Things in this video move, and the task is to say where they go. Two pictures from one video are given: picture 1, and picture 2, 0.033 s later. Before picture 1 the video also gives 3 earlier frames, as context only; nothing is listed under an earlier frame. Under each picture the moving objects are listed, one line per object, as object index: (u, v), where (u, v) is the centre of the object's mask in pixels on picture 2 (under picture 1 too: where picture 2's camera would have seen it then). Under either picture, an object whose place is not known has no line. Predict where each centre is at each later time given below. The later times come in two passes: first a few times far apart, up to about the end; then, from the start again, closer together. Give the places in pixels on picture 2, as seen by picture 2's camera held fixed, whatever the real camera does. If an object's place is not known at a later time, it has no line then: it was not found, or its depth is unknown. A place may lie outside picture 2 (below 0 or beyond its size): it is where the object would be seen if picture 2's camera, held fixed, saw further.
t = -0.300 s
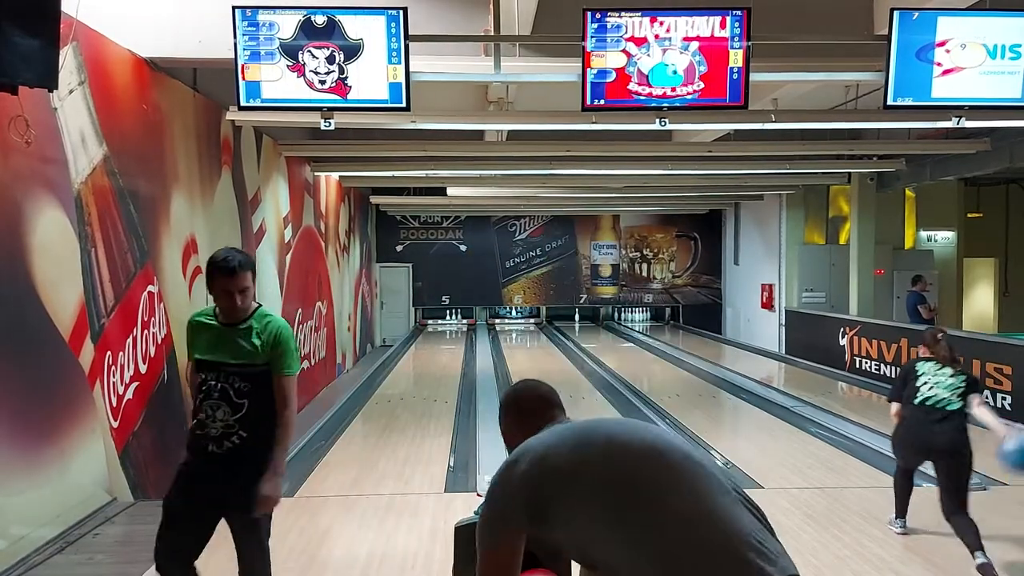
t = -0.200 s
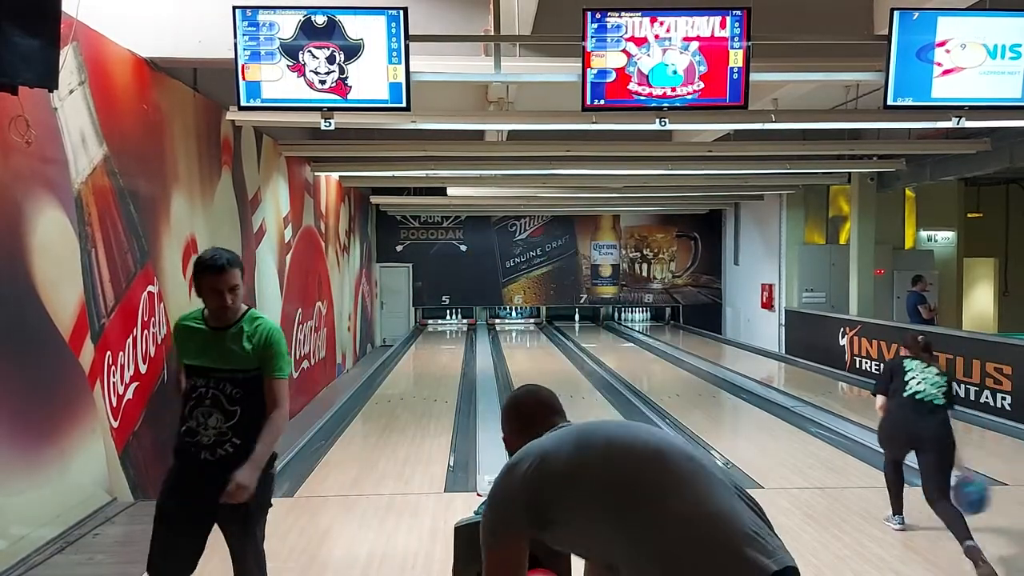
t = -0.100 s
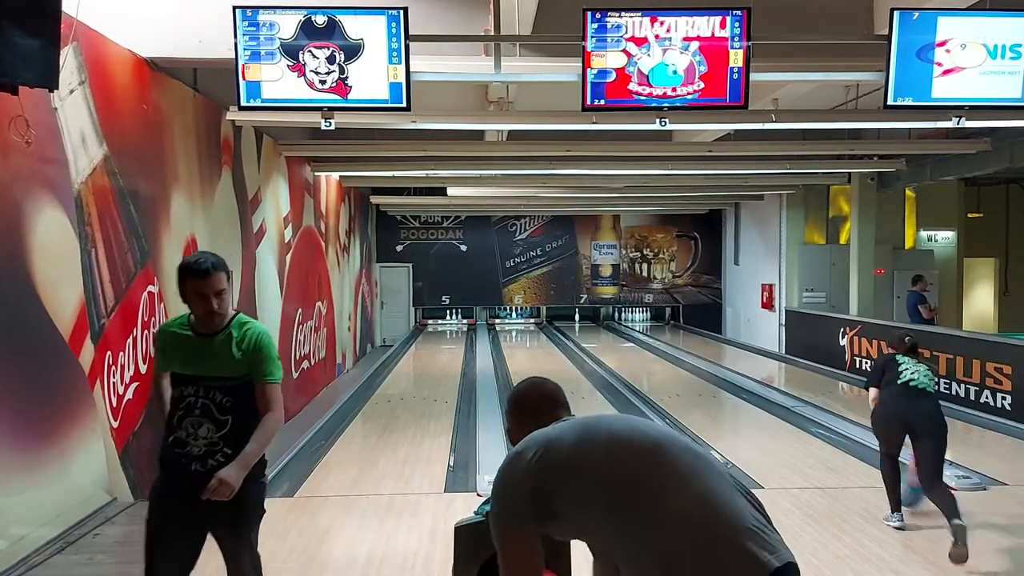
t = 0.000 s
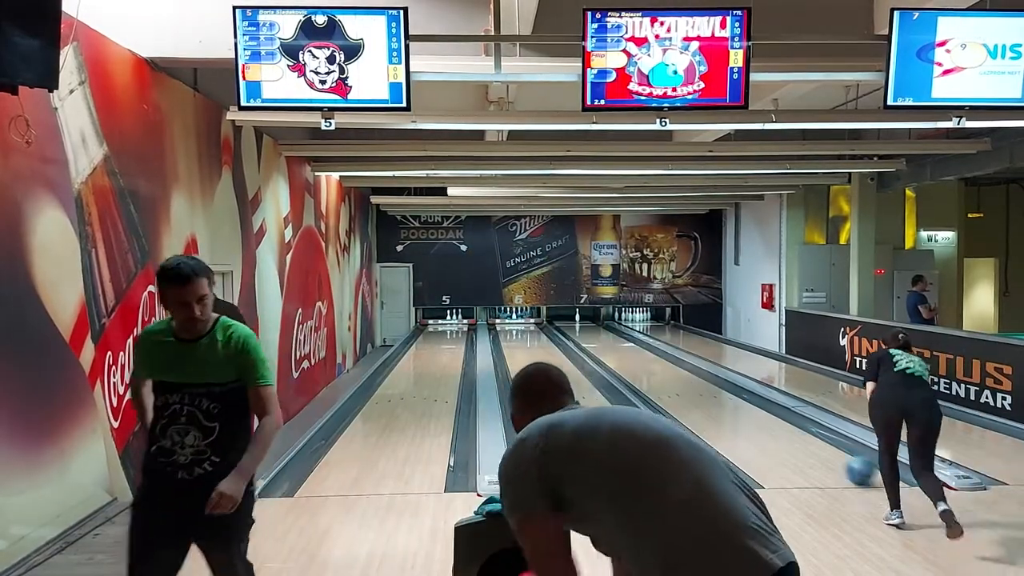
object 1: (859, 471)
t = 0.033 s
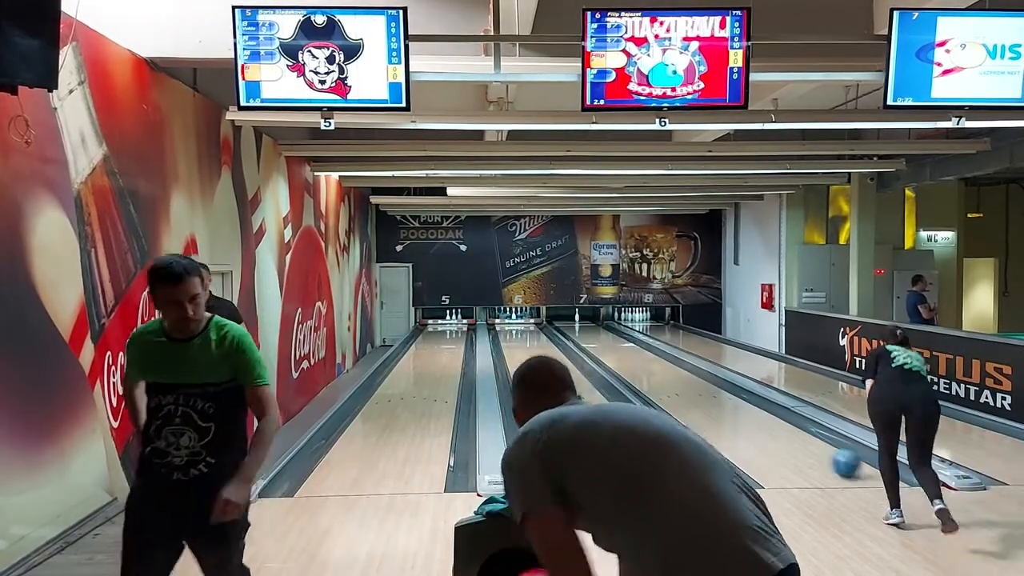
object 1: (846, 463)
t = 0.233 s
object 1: (780, 428)
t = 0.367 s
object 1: (754, 410)
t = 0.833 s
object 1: (672, 372)
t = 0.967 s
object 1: (659, 365)
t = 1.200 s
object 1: (639, 353)
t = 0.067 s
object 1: (833, 457)
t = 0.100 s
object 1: (821, 450)
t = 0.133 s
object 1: (810, 444)
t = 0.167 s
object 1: (799, 438)
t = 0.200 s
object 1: (789, 433)
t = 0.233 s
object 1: (780, 428)
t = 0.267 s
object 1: (771, 423)
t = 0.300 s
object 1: (763, 419)
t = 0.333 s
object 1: (756, 414)
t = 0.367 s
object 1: (754, 410)
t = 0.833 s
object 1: (672, 372)
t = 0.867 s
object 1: (669, 370)
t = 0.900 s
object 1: (666, 368)
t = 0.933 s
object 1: (662, 366)
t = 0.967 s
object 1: (659, 365)
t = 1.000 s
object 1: (656, 363)
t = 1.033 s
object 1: (653, 361)
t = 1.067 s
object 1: (650, 359)
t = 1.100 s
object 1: (647, 358)
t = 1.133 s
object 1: (644, 356)
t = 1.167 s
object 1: (642, 355)
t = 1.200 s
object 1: (639, 353)
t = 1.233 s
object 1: (636, 352)
